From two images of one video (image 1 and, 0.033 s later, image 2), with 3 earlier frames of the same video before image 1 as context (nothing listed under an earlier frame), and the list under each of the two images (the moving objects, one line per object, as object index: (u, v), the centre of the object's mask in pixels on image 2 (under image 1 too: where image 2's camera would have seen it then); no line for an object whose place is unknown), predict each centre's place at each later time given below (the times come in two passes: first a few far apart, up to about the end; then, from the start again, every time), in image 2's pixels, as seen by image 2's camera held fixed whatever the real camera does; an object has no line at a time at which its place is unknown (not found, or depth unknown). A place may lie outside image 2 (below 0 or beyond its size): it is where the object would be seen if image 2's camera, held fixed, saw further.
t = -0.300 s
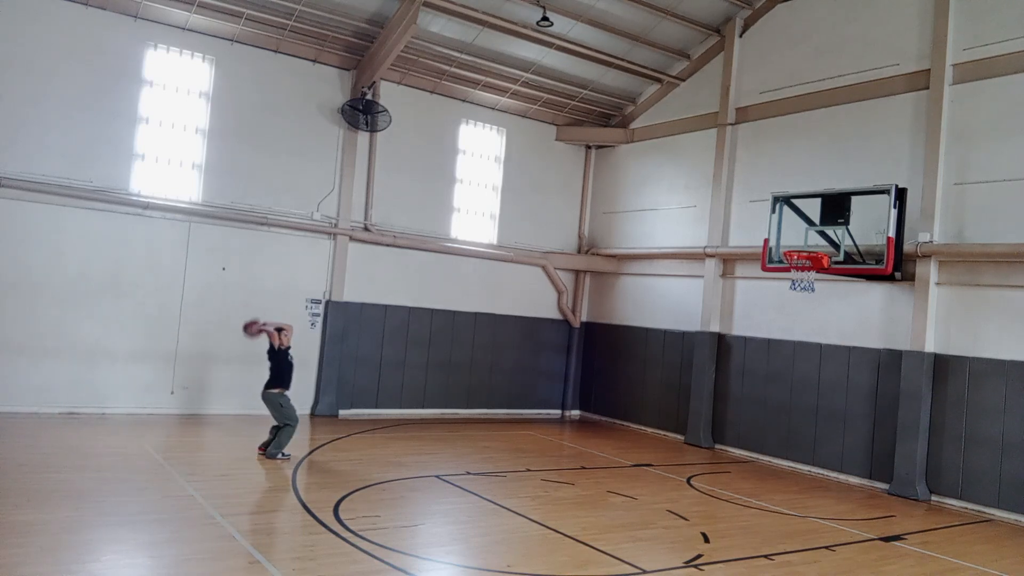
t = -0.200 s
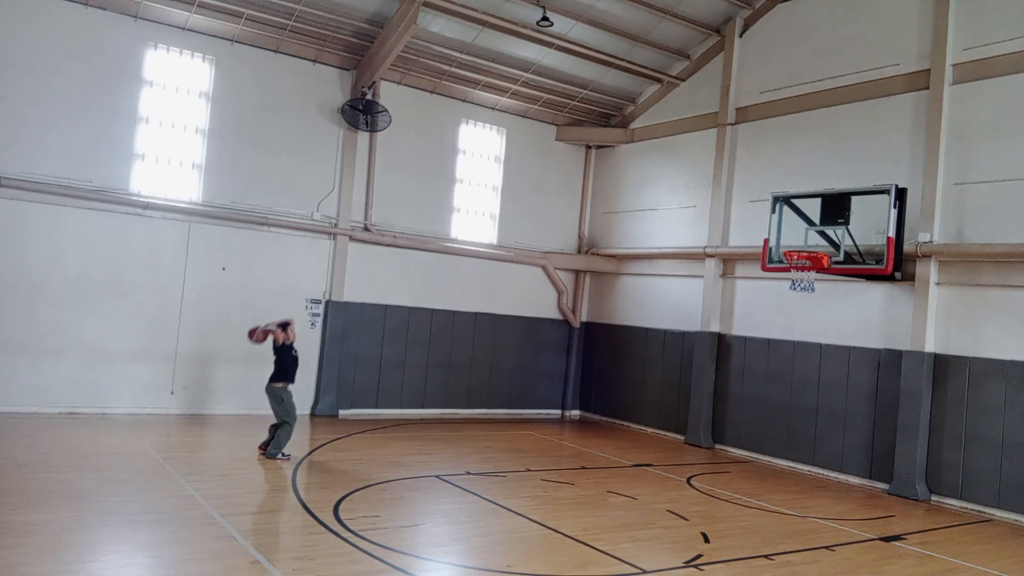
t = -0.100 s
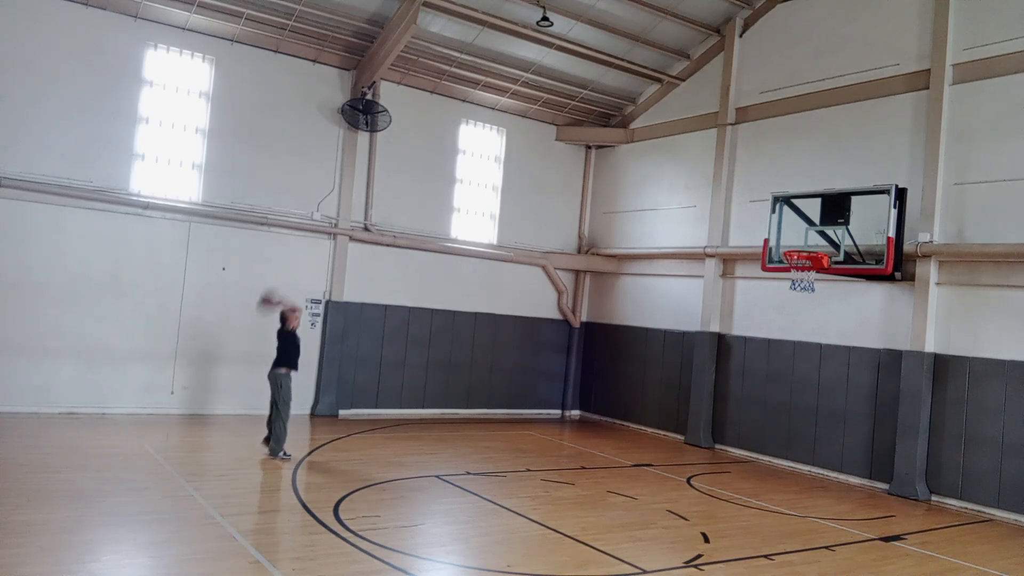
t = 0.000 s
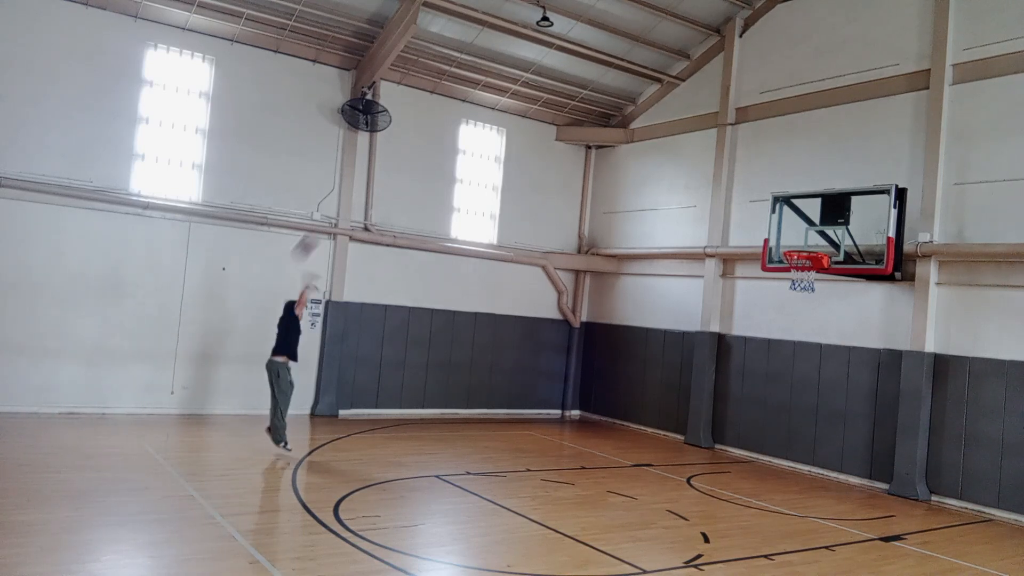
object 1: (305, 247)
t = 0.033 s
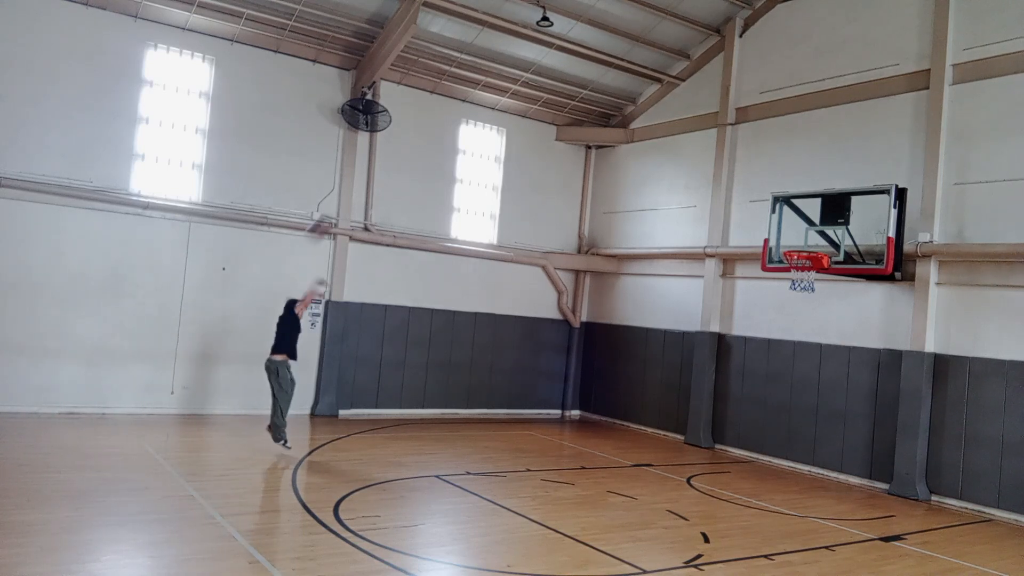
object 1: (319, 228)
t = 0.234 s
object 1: (404, 144)
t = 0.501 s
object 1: (504, 79)
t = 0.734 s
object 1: (586, 67)
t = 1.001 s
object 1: (671, 105)
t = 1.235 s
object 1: (738, 178)
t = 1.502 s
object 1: (755, 227)
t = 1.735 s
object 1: (706, 216)
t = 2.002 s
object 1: (653, 247)
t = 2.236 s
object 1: (610, 306)
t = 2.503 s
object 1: (565, 407)
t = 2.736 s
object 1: (546, 371)
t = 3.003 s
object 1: (529, 324)
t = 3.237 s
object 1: (512, 318)
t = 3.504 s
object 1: (492, 342)
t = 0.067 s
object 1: (334, 211)
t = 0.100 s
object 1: (348, 196)
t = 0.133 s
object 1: (364, 180)
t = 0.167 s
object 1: (377, 167)
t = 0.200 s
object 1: (391, 155)
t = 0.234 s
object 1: (404, 144)
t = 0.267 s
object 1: (417, 133)
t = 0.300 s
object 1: (430, 122)
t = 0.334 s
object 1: (442, 113)
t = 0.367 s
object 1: (455, 105)
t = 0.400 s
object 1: (468, 97)
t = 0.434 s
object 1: (481, 89)
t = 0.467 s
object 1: (493, 84)
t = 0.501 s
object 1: (504, 79)
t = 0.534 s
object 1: (518, 75)
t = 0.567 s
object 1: (529, 72)
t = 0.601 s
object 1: (541, 69)
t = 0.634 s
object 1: (553, 68)
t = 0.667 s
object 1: (563, 67)
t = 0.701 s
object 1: (574, 67)
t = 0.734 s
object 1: (586, 67)
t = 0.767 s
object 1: (597, 69)
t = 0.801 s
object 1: (607, 72)
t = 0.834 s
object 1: (618, 76)
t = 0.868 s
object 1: (628, 80)
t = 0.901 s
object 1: (639, 85)
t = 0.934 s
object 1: (650, 91)
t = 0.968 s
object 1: (660, 98)
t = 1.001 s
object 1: (671, 105)
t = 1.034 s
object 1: (680, 112)
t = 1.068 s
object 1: (690, 121)
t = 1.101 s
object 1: (699, 130)
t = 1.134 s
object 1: (711, 142)
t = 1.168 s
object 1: (720, 153)
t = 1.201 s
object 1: (728, 164)
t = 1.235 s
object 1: (738, 178)
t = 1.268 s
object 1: (747, 191)
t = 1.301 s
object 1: (756, 205)
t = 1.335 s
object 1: (764, 220)
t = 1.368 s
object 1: (774, 239)
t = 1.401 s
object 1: (777, 245)
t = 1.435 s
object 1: (770, 238)
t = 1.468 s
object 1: (762, 232)
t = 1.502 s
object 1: (755, 227)
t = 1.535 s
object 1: (748, 223)
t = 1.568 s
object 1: (741, 220)
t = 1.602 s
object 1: (733, 218)
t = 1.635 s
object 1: (727, 215)
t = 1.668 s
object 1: (720, 215)
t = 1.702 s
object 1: (713, 215)
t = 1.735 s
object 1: (706, 216)
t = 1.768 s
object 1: (699, 217)
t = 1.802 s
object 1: (692, 219)
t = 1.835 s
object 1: (685, 222)
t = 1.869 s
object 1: (679, 225)
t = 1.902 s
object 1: (672, 230)
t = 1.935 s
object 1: (666, 235)
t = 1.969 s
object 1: (659, 240)
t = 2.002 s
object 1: (653, 247)
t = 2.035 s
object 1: (646, 254)
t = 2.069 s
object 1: (640, 260)
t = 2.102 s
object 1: (634, 268)
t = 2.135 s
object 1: (627, 279)
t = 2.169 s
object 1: (621, 287)
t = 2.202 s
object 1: (616, 297)
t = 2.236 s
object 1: (610, 306)
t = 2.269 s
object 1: (604, 317)
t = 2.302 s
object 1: (597, 329)
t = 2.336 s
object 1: (592, 340)
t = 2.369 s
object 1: (587, 352)
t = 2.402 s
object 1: (581, 366)
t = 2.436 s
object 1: (576, 379)
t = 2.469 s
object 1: (570, 394)
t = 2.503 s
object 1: (565, 407)
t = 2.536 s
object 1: (560, 428)
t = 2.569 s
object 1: (557, 429)
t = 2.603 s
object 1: (554, 412)
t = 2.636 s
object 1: (552, 401)
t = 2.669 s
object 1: (550, 391)
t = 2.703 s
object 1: (548, 381)
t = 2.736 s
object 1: (546, 371)
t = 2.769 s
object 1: (544, 363)
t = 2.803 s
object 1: (542, 355)
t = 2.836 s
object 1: (539, 349)
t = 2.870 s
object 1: (537, 343)
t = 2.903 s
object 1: (535, 337)
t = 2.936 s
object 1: (533, 332)
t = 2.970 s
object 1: (531, 328)
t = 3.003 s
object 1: (529, 324)
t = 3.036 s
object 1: (527, 322)
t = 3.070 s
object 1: (524, 319)
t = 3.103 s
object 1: (522, 317)
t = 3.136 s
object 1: (520, 317)
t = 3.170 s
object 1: (518, 317)
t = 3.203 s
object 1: (515, 317)
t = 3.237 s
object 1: (512, 318)
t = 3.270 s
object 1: (511, 319)
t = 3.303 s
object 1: (507, 320)
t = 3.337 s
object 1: (505, 322)
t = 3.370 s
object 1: (502, 325)
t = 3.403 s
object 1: (500, 329)
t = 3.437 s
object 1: (497, 333)
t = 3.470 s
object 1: (495, 337)
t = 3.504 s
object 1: (492, 342)
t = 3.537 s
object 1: (490, 348)
